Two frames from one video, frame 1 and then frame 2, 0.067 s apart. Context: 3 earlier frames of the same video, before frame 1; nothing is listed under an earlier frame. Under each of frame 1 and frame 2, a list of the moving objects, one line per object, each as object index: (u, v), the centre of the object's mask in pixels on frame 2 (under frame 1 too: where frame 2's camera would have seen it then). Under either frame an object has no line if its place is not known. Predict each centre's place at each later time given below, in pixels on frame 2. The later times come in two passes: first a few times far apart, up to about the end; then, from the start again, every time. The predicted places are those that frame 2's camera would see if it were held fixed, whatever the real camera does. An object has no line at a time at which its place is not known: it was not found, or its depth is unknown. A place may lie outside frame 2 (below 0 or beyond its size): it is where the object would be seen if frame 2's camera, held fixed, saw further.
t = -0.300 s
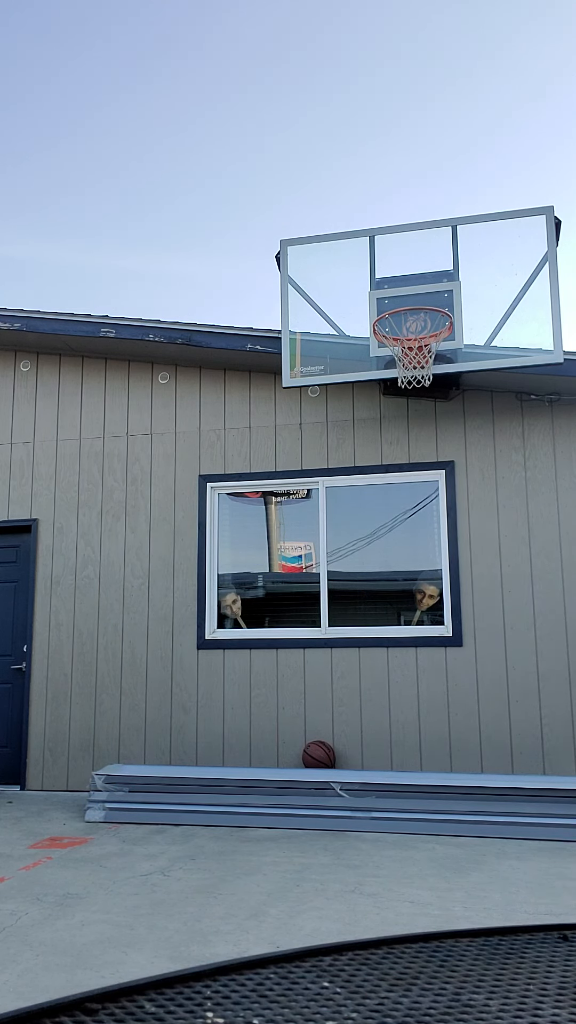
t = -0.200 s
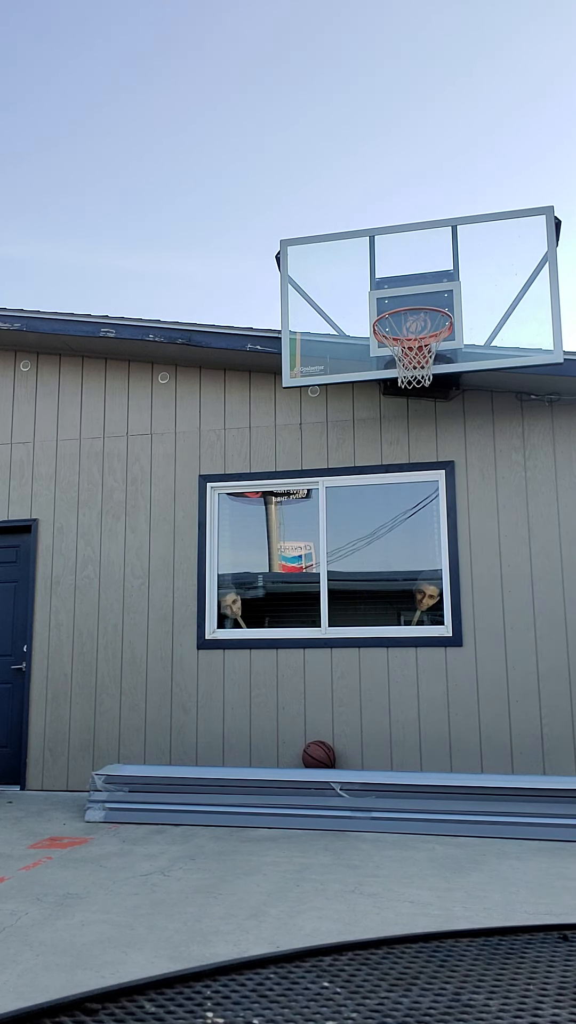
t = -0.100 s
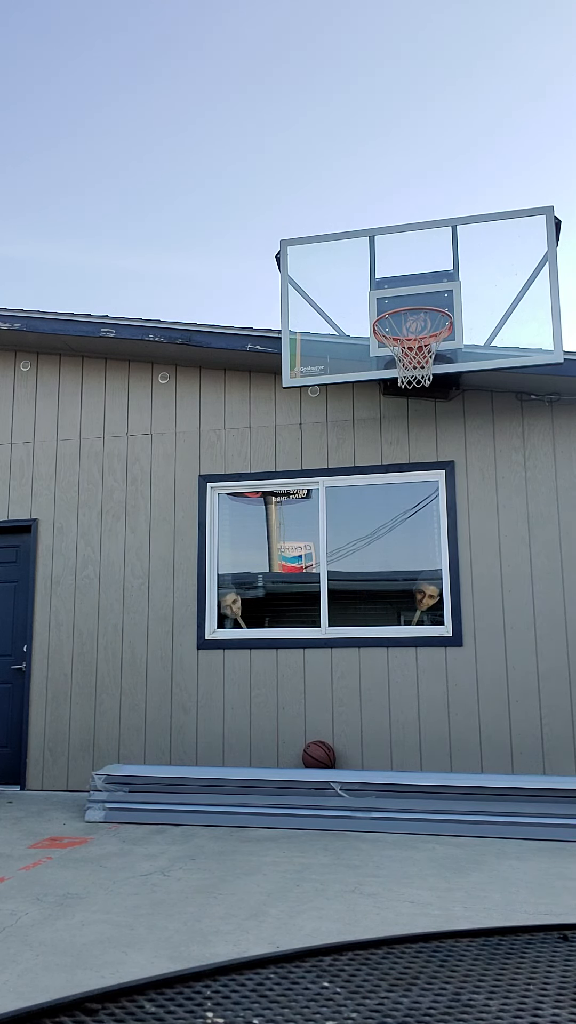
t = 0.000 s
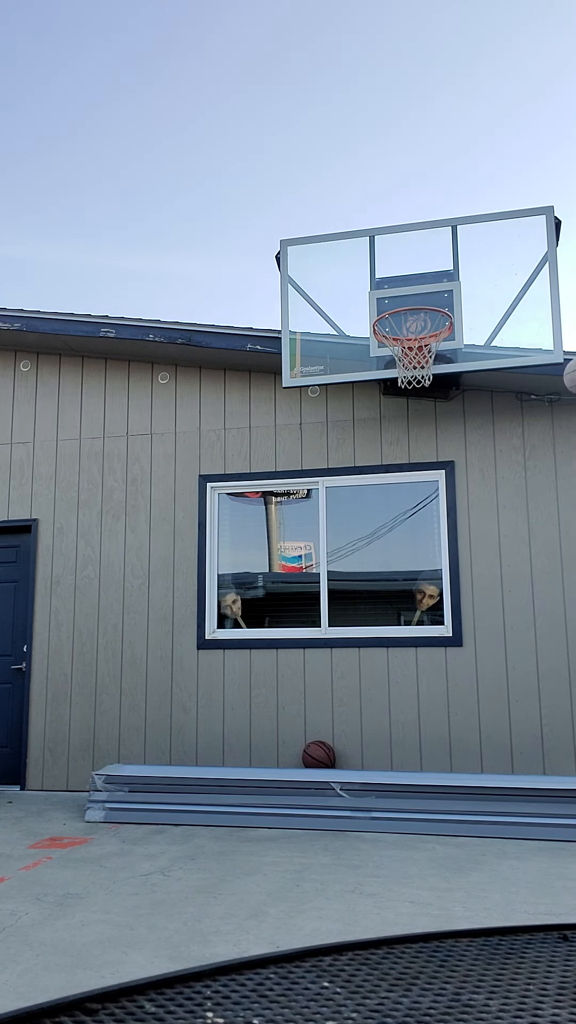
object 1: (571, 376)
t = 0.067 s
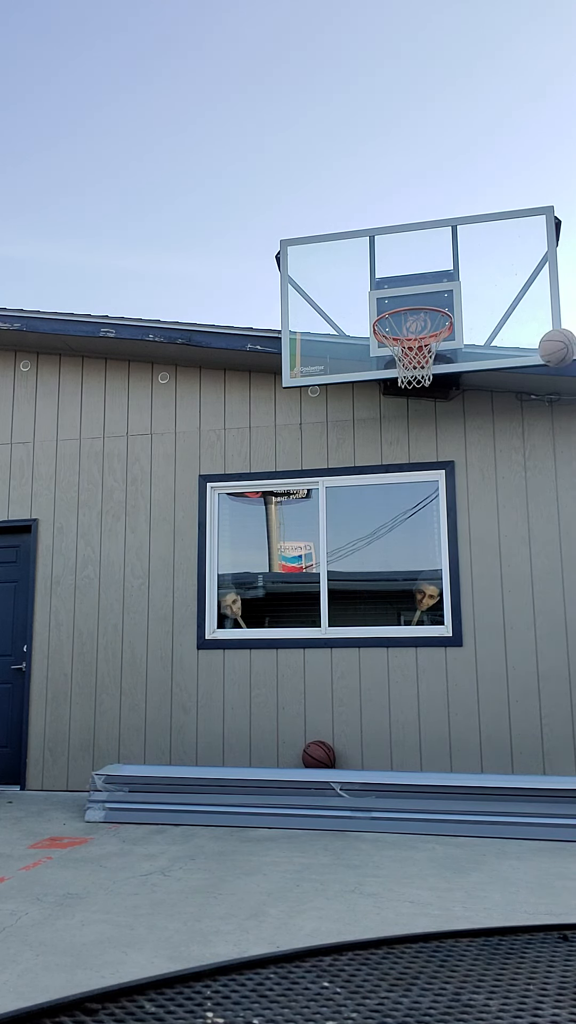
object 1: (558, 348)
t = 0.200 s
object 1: (508, 313)
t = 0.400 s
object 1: (458, 292)
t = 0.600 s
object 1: (451, 293)
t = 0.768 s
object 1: (446, 290)
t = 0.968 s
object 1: (452, 298)
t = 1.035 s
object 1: (454, 315)
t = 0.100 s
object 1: (545, 336)
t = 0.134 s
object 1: (533, 327)
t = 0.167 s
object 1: (521, 319)
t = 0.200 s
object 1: (508, 313)
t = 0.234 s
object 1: (496, 308)
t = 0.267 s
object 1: (484, 305)
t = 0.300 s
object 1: (473, 304)
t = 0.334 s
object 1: (462, 303)
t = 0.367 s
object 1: (460, 297)
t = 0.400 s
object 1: (458, 292)
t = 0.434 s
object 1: (457, 288)
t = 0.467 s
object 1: (455, 286)
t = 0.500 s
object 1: (454, 285)
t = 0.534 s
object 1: (453, 287)
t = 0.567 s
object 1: (452, 289)
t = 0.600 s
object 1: (451, 293)
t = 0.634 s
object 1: (450, 292)
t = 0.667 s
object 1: (449, 289)
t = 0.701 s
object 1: (448, 287)
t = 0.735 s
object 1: (447, 288)
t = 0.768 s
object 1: (446, 290)
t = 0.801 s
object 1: (447, 288)
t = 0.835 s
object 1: (448, 287)
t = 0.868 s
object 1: (448, 287)
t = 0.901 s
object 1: (449, 289)
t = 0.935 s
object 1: (450, 293)
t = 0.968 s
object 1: (452, 298)
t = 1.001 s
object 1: (453, 306)
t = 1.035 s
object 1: (454, 315)
